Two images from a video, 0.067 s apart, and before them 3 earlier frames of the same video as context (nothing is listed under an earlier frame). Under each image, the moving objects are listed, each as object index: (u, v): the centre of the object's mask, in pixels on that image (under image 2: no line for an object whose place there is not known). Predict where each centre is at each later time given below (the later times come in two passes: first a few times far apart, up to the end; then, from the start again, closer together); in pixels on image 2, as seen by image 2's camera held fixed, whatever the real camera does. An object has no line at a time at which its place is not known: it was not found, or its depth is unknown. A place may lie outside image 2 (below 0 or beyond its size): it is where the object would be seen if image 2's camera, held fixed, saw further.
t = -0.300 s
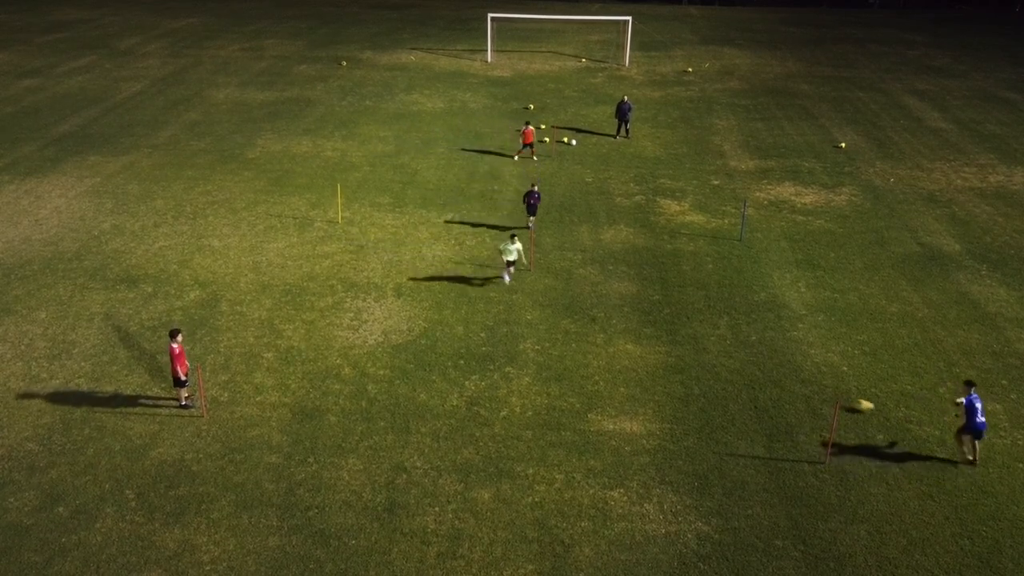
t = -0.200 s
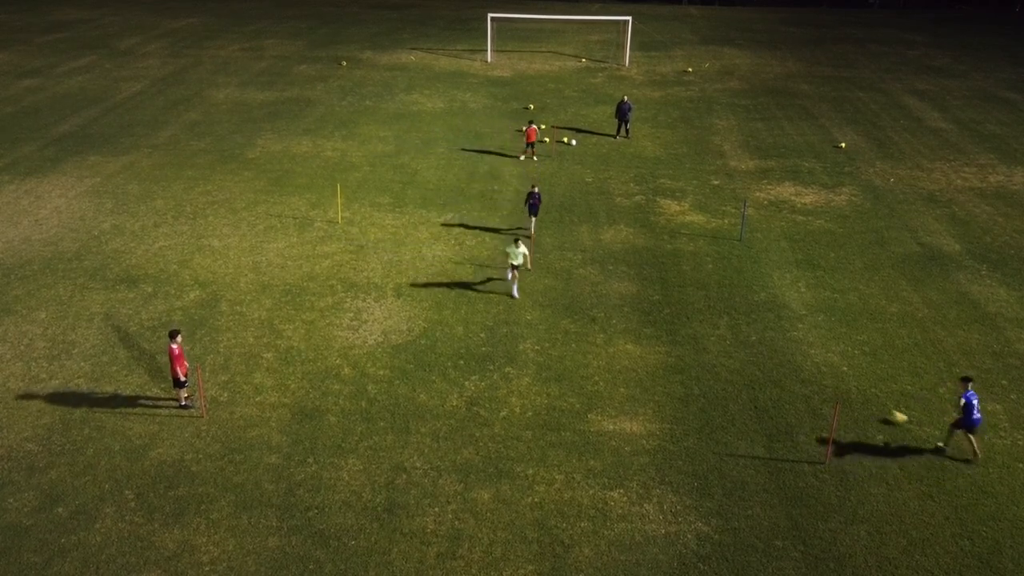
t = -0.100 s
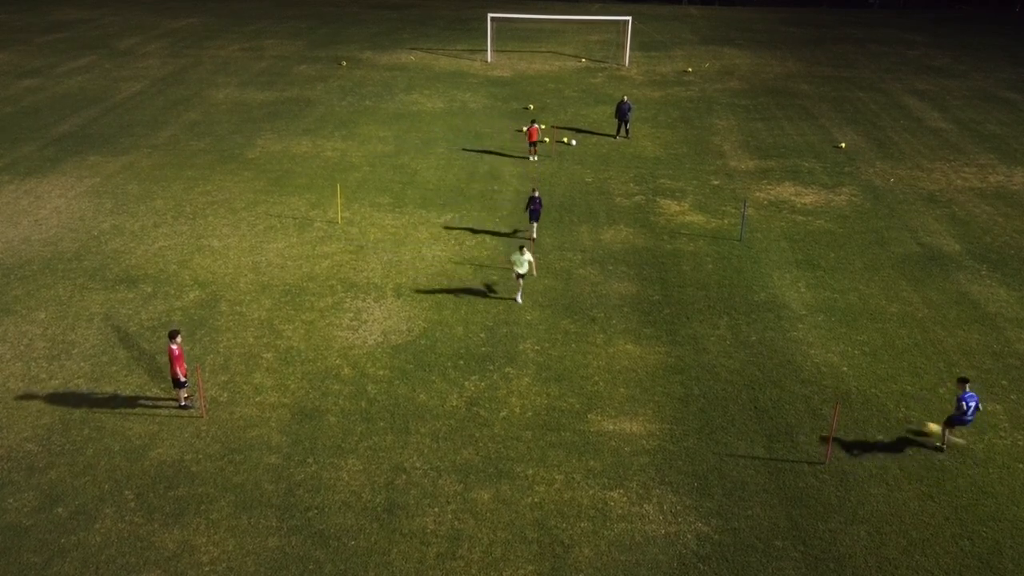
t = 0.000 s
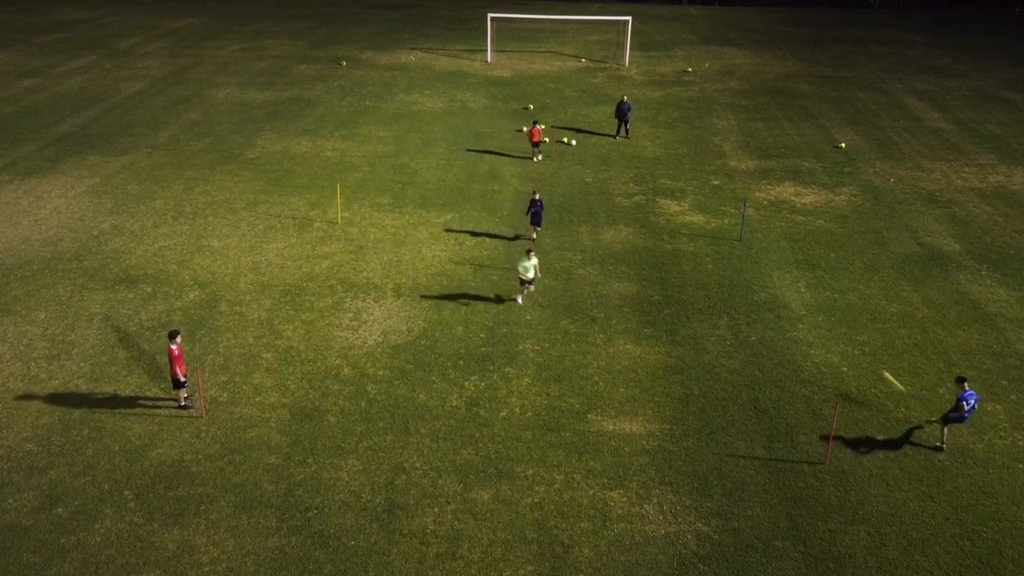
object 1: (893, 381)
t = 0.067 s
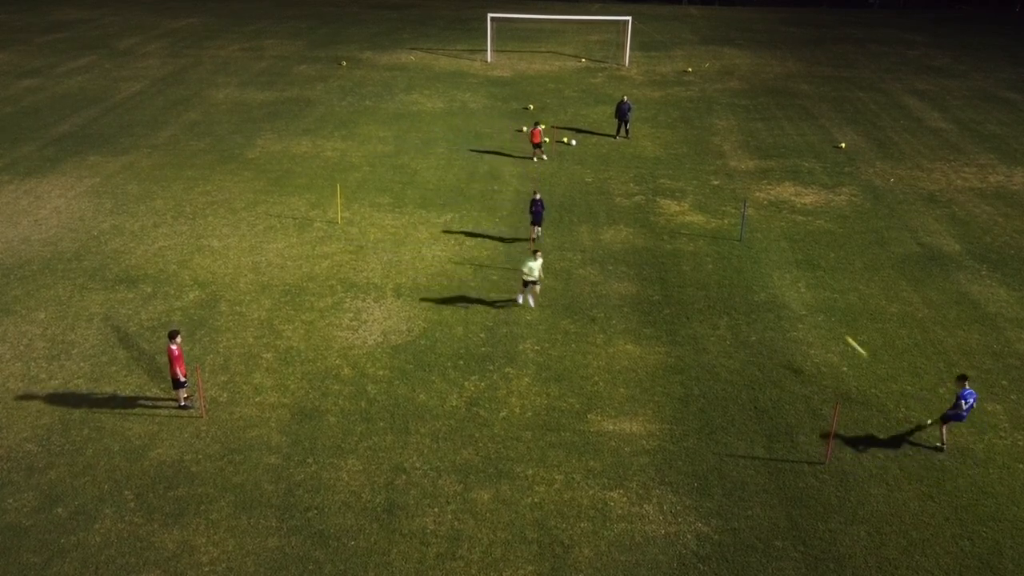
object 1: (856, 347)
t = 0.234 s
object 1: (775, 276)
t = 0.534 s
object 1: (665, 199)
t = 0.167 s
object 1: (805, 301)
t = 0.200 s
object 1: (790, 289)
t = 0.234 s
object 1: (775, 276)
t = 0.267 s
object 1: (761, 264)
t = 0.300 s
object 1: (747, 254)
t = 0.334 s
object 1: (735, 244)
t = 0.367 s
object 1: (722, 236)
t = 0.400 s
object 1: (710, 227)
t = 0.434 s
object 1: (699, 219)
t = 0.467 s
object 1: (687, 213)
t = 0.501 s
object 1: (675, 205)
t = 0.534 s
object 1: (665, 199)
